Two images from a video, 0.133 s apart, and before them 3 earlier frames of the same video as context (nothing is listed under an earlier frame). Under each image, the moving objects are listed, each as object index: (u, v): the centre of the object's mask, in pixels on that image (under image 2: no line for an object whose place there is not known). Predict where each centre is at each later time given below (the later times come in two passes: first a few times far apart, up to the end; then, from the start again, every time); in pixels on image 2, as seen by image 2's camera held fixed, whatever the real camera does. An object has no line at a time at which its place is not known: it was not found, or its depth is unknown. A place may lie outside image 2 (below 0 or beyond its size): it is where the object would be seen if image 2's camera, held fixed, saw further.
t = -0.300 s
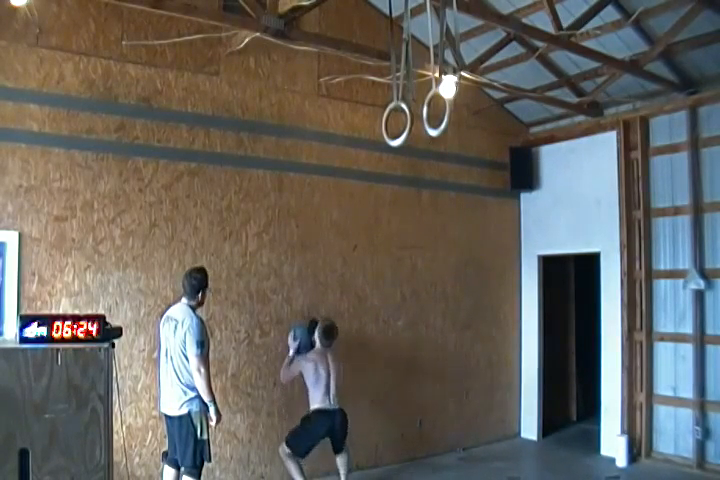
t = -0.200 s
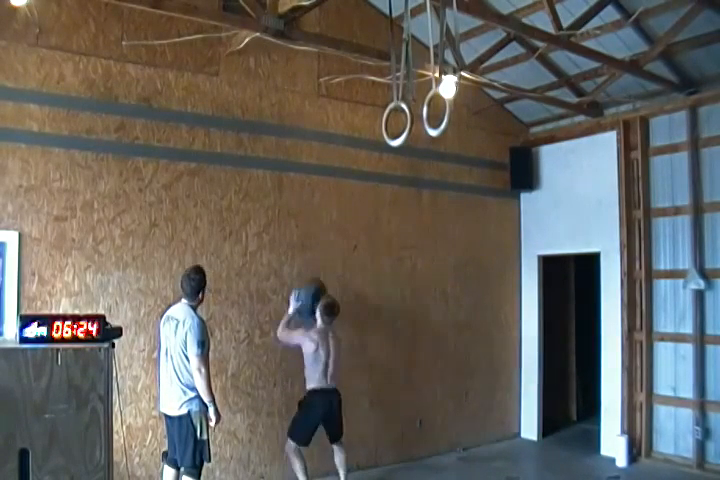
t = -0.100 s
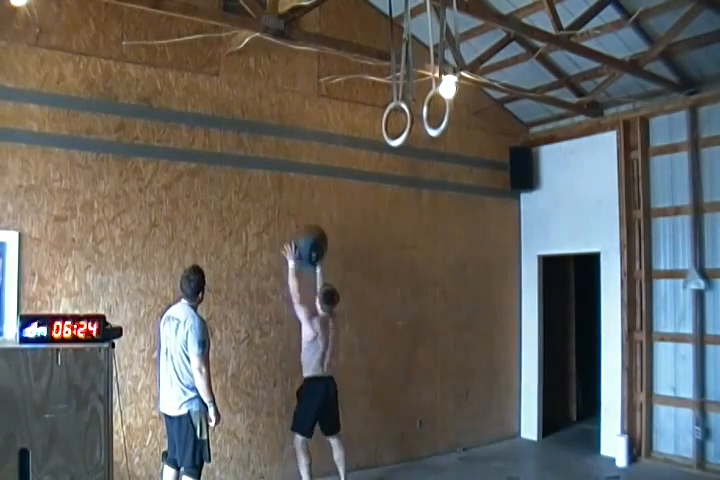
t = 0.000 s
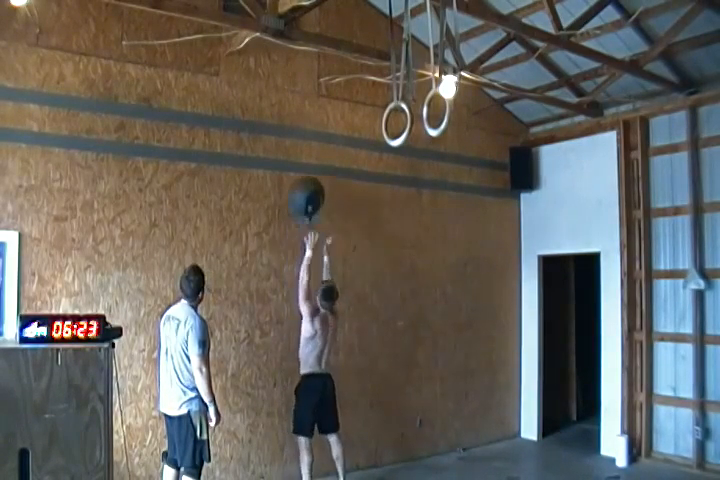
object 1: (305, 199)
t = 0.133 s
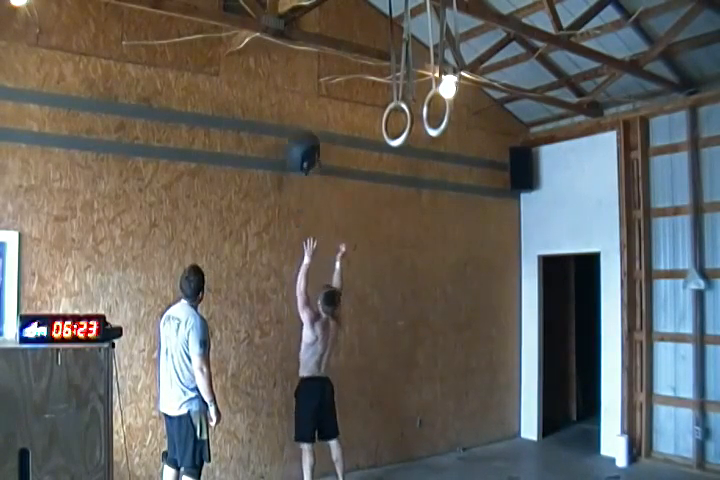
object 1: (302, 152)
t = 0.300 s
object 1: (300, 127)
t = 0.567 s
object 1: (303, 150)
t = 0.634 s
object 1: (304, 168)
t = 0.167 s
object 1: (302, 143)
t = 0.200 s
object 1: (301, 137)
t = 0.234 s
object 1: (300, 132)
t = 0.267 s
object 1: (300, 129)
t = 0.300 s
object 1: (300, 127)
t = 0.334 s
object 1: (301, 125)
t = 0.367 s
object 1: (301, 125)
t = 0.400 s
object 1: (301, 126)
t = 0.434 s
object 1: (301, 128)
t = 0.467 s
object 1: (302, 131)
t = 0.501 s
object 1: (302, 136)
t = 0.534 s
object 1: (303, 141)
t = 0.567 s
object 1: (303, 150)
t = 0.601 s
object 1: (303, 158)
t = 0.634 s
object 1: (304, 168)
